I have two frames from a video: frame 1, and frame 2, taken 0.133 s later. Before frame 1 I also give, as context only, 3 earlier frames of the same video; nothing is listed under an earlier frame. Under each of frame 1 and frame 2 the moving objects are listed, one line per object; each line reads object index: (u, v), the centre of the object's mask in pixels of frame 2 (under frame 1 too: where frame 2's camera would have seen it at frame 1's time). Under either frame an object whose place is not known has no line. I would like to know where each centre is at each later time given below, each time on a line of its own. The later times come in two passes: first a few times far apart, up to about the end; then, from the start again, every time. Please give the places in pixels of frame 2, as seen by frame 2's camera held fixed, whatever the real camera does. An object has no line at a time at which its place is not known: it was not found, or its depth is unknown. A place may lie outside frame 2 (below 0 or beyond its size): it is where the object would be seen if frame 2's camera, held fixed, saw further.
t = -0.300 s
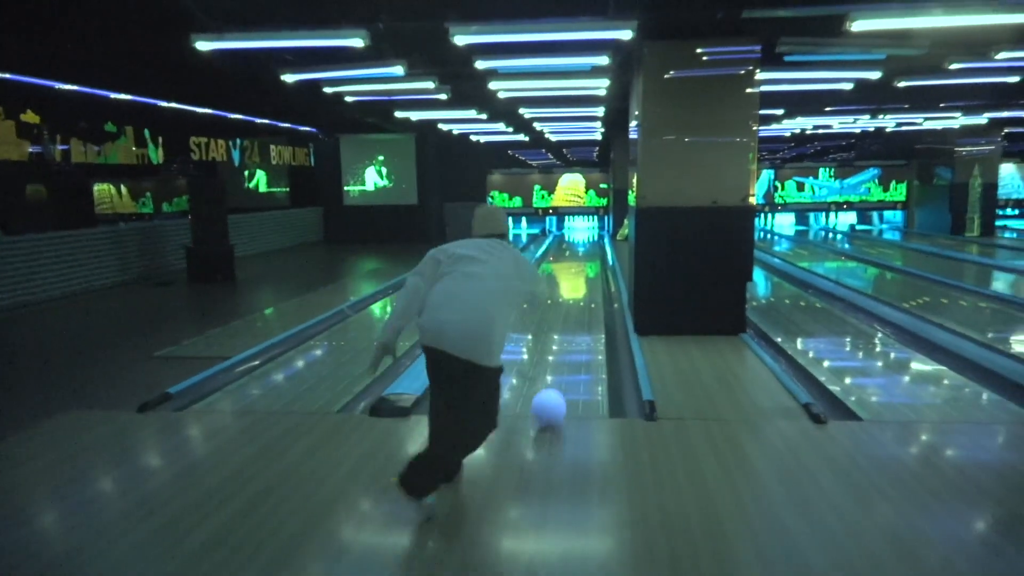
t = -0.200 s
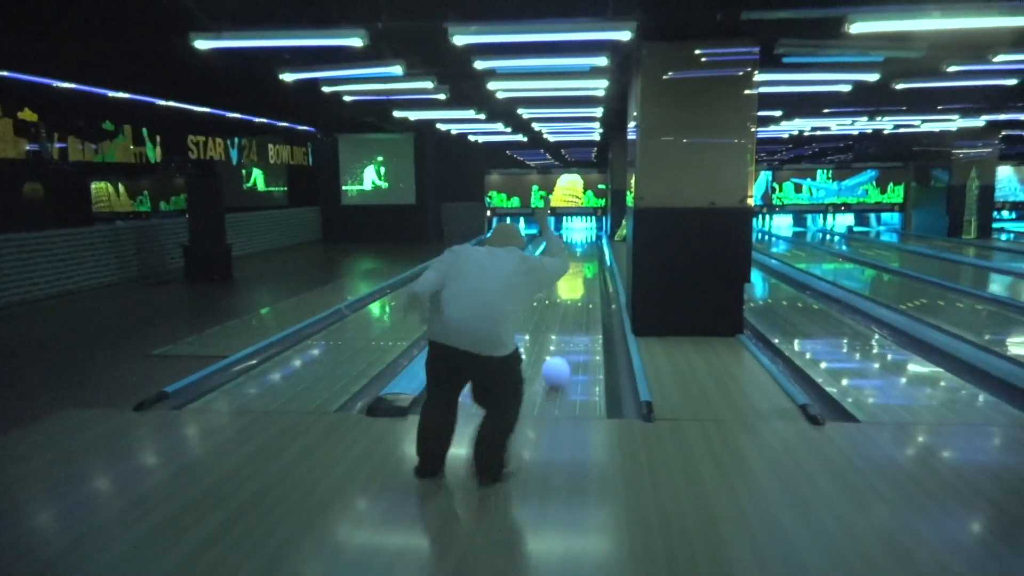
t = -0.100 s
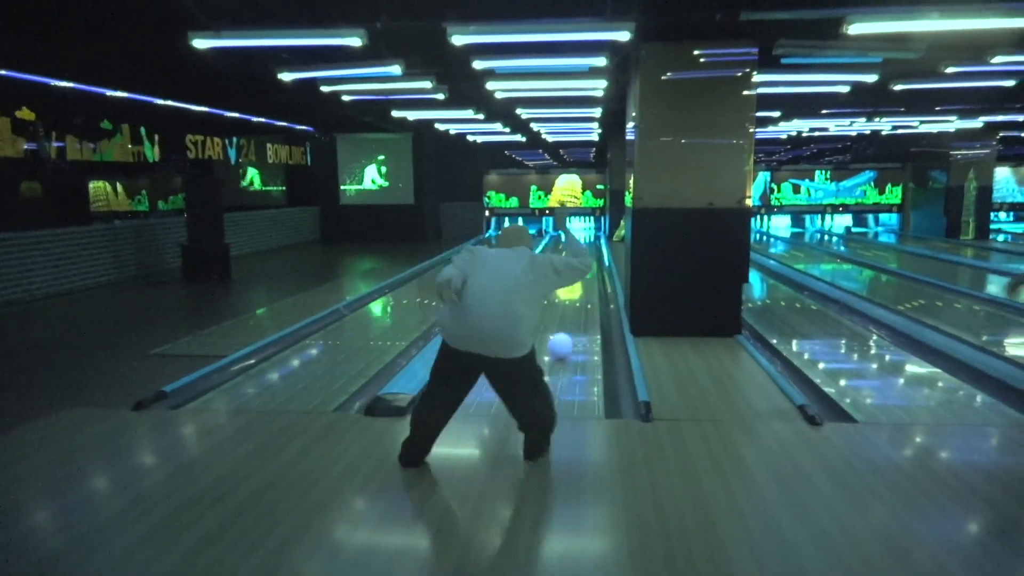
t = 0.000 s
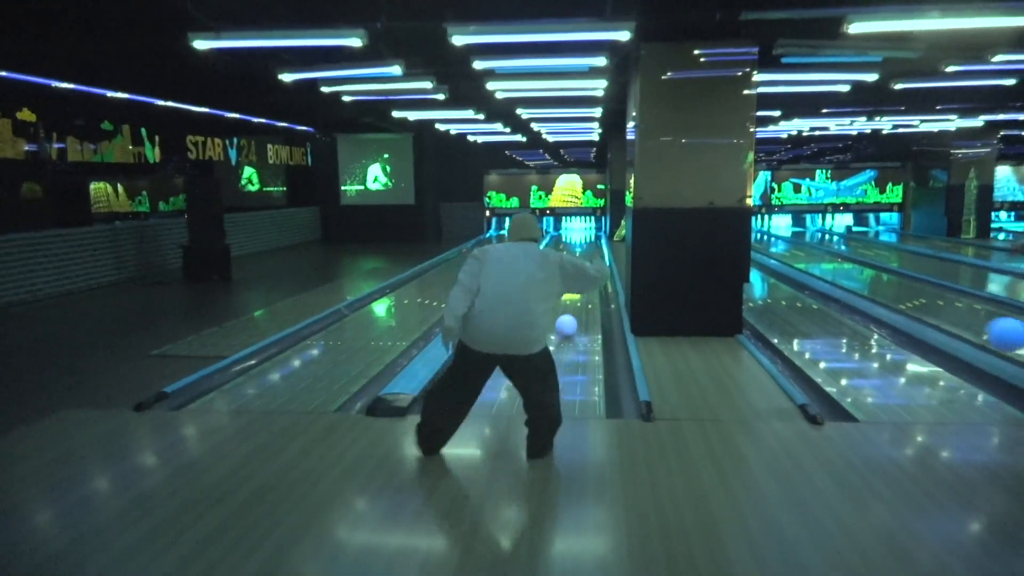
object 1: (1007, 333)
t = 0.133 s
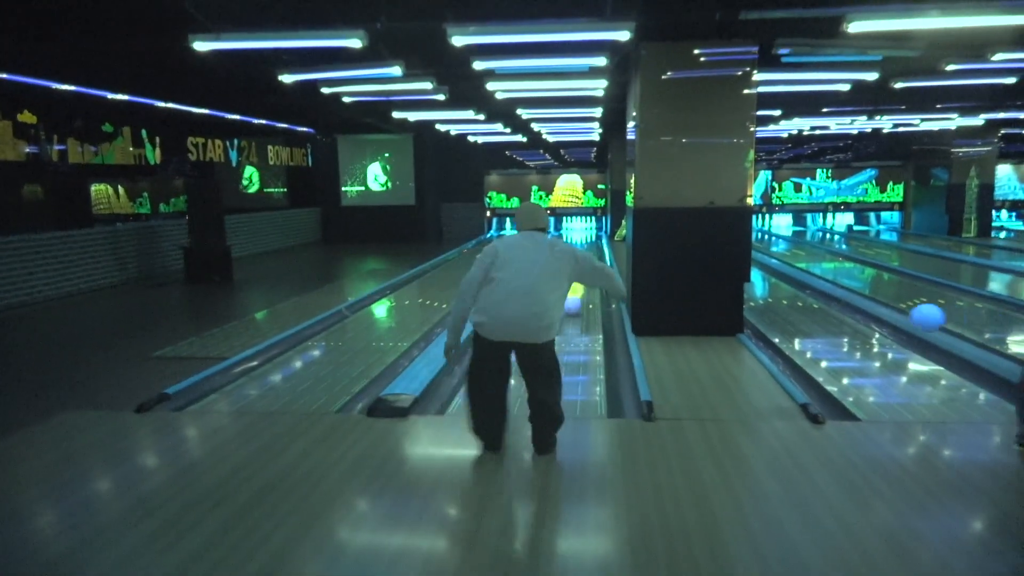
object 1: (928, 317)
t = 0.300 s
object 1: (859, 324)
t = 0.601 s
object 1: (786, 289)
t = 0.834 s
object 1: (754, 272)
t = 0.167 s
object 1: (911, 318)
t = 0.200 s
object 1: (896, 320)
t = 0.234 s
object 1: (883, 322)
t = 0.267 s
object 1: (870, 325)
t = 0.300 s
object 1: (859, 324)
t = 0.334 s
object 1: (849, 317)
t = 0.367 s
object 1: (839, 312)
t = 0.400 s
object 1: (830, 308)
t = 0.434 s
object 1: (821, 305)
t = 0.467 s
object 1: (814, 302)
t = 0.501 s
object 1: (806, 298)
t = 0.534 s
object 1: (799, 295)
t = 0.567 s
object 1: (792, 292)
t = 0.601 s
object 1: (786, 289)
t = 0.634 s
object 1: (780, 286)
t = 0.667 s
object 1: (774, 283)
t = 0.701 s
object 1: (769, 281)
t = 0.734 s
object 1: (764, 279)
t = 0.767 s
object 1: (759, 276)
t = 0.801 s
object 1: (756, 274)
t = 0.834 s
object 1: (754, 272)
